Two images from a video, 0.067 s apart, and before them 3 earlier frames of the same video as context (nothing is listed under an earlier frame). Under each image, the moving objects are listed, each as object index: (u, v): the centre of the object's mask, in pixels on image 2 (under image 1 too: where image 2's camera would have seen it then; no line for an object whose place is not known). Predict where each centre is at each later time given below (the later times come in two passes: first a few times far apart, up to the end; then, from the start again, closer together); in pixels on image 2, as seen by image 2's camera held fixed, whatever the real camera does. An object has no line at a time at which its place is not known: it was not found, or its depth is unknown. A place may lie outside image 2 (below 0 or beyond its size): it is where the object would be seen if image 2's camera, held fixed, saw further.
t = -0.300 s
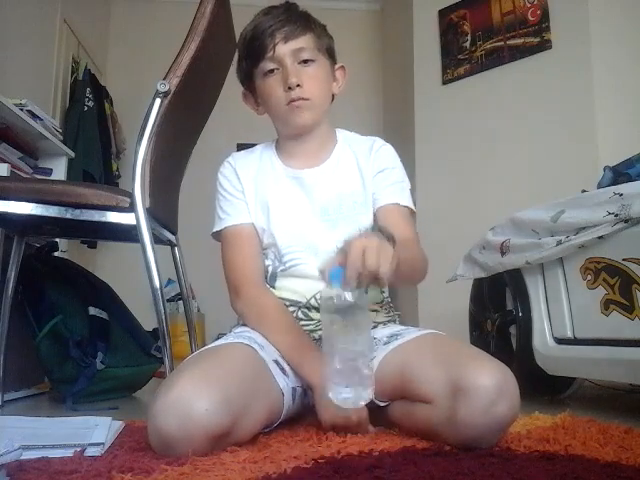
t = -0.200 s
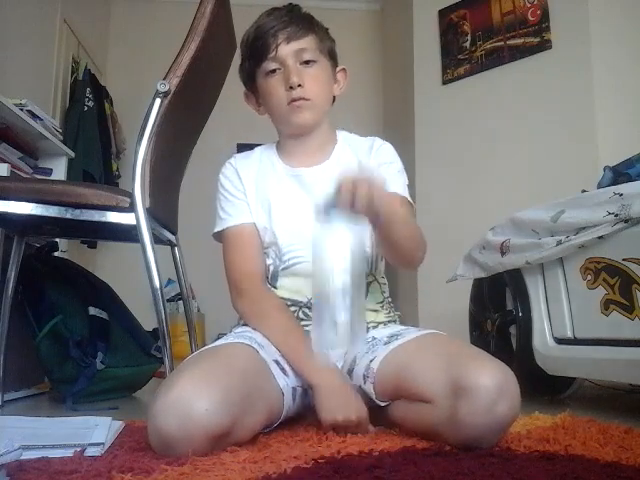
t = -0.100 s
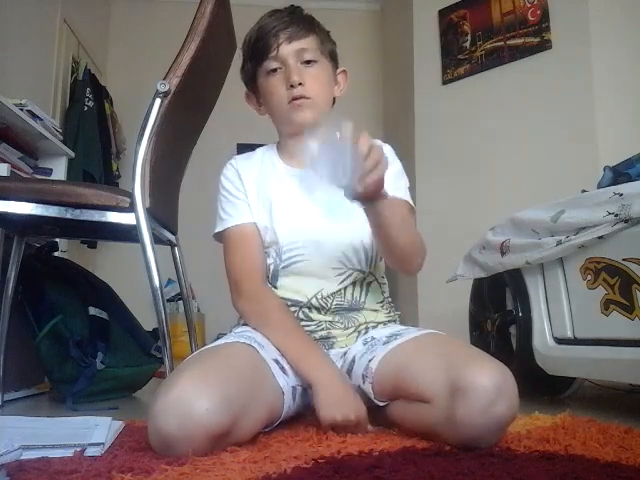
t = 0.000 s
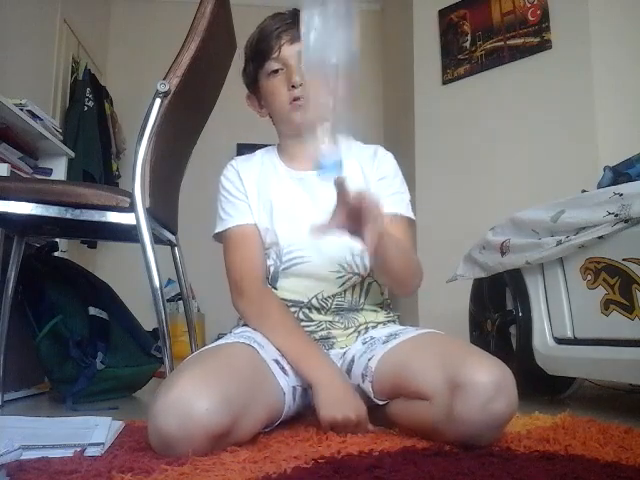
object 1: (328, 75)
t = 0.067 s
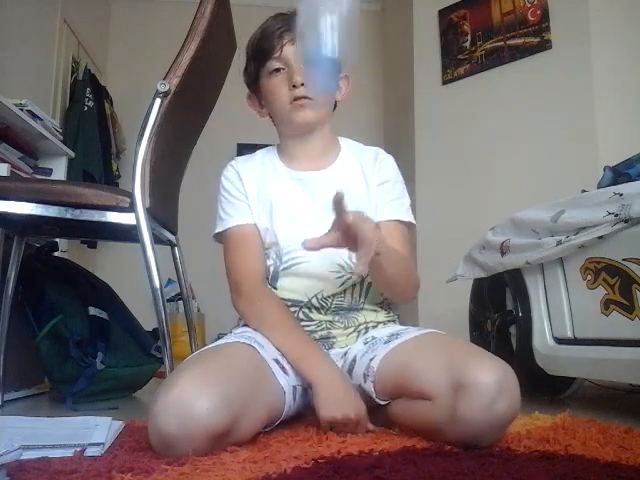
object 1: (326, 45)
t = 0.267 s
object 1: (323, 77)
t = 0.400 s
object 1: (320, 396)
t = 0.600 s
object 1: (330, 397)
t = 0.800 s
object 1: (328, 396)
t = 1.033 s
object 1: (326, 395)
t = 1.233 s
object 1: (326, 395)
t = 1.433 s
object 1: (326, 395)
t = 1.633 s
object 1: (326, 395)
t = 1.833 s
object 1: (326, 395)
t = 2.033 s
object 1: (326, 395)
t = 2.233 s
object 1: (326, 395)
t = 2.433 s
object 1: (326, 395)
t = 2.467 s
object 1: (326, 395)
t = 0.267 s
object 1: (323, 77)
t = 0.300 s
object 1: (321, 118)
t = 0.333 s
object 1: (321, 183)
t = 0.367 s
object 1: (322, 326)
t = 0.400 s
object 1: (320, 396)
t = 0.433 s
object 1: (319, 397)
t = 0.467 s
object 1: (322, 397)
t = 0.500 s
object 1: (326, 396)
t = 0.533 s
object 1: (328, 397)
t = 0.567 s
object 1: (330, 397)
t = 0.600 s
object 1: (330, 397)
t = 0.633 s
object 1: (330, 398)
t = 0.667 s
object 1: (328, 399)
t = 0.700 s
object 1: (328, 399)
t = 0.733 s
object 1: (329, 398)
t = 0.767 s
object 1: (328, 397)
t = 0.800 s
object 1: (328, 396)
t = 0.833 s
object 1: (327, 396)
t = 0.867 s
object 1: (326, 395)
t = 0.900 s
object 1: (325, 394)
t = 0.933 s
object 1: (325, 395)
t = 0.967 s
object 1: (326, 395)
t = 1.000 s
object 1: (326, 395)
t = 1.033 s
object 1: (326, 395)
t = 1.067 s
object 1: (326, 395)
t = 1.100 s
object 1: (326, 395)
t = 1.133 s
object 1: (326, 395)
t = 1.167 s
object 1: (326, 395)
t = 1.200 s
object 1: (326, 395)
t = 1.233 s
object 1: (326, 395)
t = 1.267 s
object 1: (326, 395)
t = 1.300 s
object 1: (326, 395)
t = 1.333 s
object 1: (326, 395)
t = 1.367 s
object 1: (326, 395)
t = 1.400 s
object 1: (326, 395)
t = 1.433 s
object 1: (326, 395)
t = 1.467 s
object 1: (326, 395)
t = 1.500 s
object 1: (326, 395)
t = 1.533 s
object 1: (326, 395)
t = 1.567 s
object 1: (326, 396)
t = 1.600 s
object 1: (326, 395)
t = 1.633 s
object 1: (326, 395)
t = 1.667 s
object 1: (326, 396)
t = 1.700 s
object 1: (326, 396)
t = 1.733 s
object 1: (326, 395)
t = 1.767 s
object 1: (326, 395)
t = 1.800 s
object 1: (326, 395)
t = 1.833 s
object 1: (326, 395)
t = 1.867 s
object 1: (326, 394)
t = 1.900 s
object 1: (326, 394)
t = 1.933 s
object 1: (326, 394)
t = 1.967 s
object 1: (326, 394)
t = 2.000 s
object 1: (326, 394)
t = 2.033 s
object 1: (326, 395)
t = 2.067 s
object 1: (326, 395)
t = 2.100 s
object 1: (326, 395)
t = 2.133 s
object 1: (326, 395)
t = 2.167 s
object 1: (326, 395)
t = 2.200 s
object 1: (326, 395)
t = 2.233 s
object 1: (326, 395)
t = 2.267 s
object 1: (326, 395)
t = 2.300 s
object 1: (326, 395)
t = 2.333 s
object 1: (326, 395)
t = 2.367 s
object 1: (326, 395)
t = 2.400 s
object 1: (326, 395)
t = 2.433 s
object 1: (326, 395)
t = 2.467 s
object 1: (326, 395)
